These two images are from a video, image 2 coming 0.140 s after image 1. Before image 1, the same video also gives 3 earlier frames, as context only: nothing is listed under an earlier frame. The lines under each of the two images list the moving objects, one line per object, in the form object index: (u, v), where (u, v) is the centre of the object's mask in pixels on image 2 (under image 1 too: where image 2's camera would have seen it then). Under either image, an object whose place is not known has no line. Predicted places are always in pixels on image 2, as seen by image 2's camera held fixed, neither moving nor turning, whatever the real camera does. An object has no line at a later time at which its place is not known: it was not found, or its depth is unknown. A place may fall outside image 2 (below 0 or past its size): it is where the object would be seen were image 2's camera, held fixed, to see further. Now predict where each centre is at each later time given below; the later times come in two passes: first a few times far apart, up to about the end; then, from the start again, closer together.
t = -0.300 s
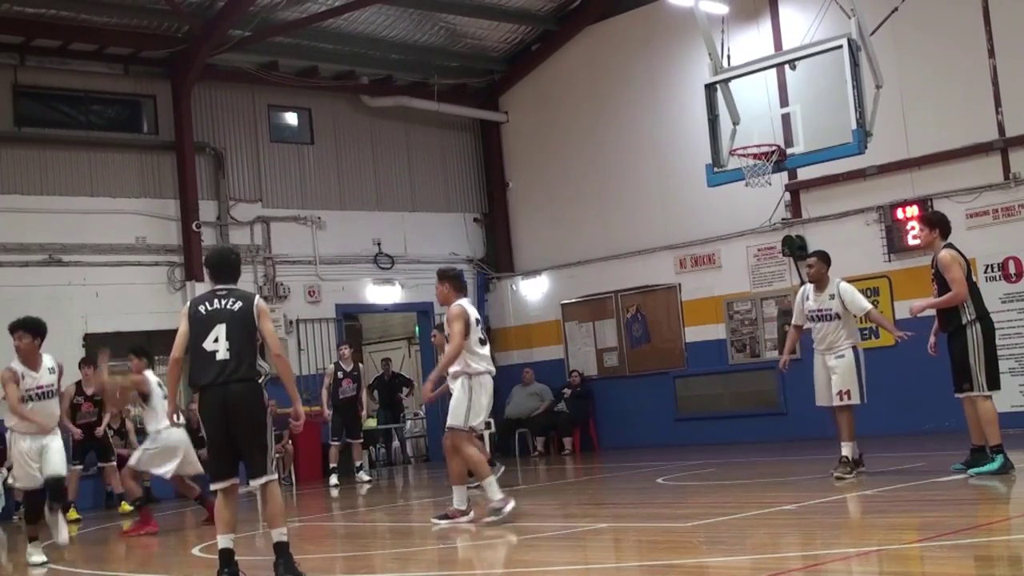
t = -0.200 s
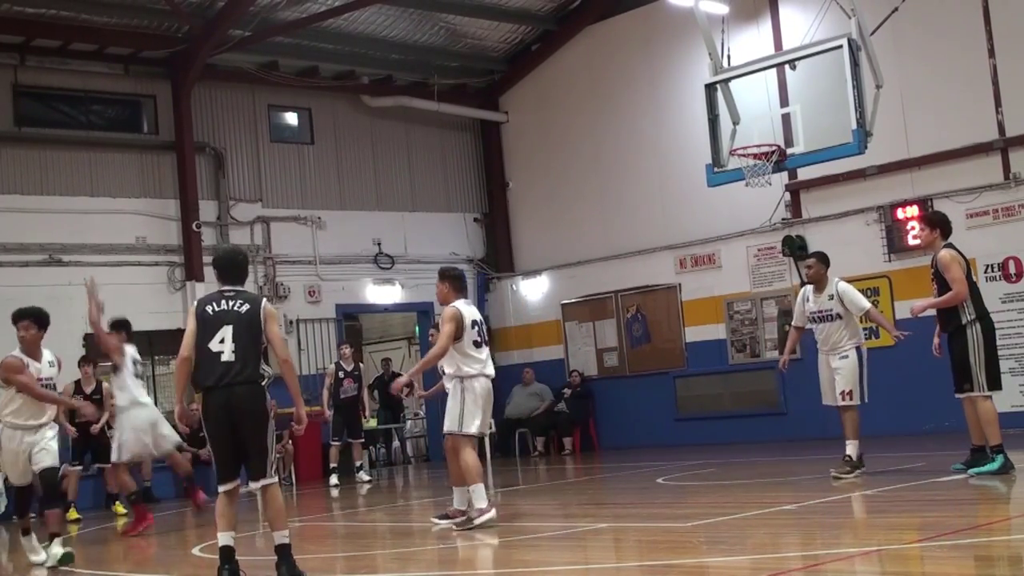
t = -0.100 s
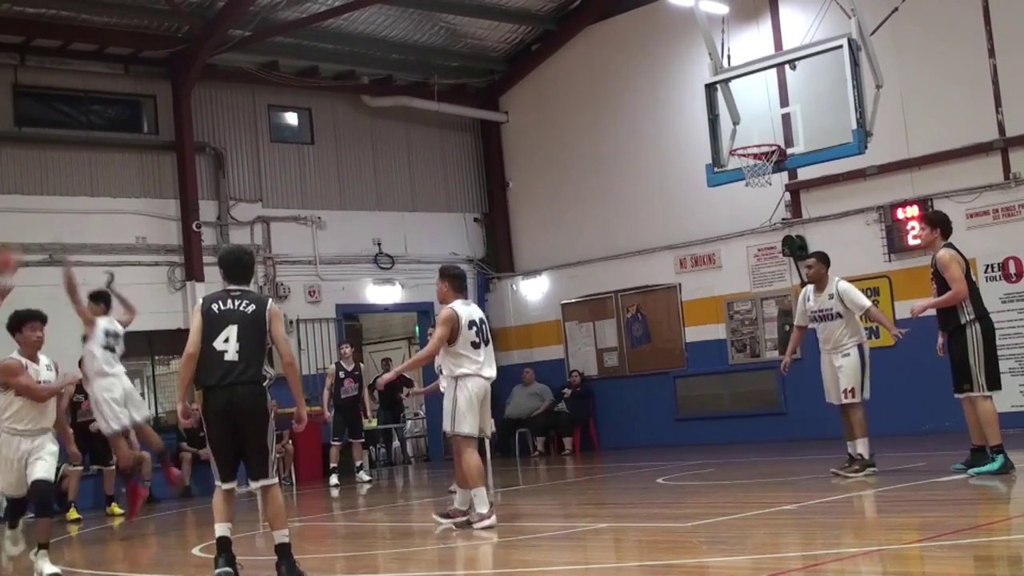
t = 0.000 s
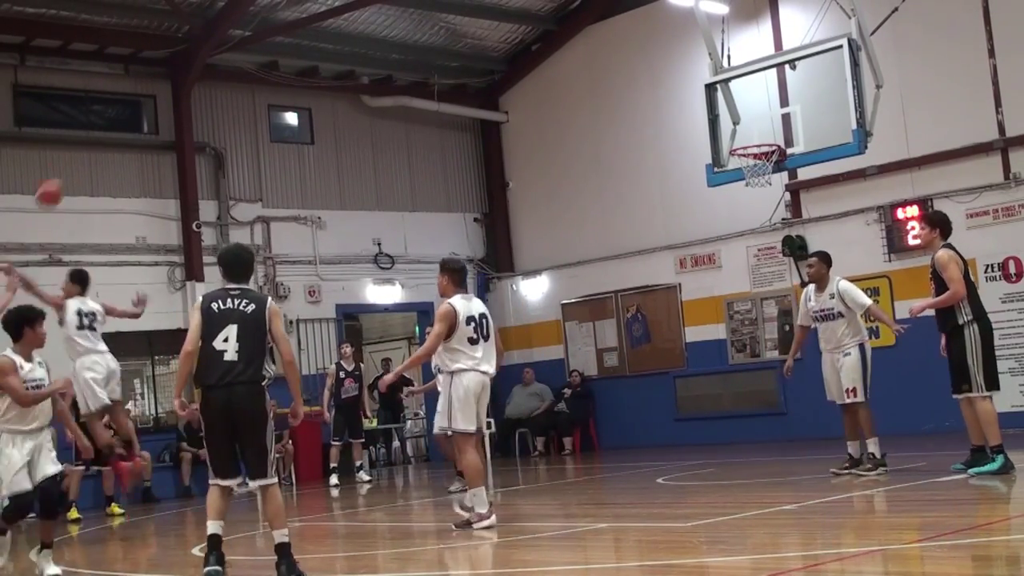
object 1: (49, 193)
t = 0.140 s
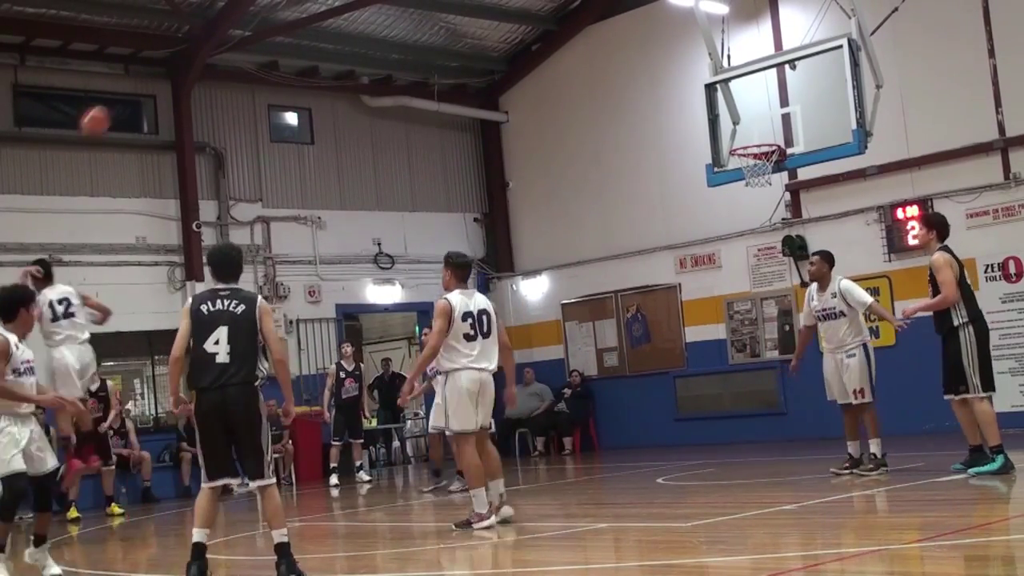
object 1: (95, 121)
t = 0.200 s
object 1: (115, 95)
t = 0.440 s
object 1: (196, 43)
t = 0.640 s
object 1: (264, 45)
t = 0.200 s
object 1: (115, 95)
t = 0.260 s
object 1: (136, 77)
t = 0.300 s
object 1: (149, 66)
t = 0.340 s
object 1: (162, 58)
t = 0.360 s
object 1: (169, 54)
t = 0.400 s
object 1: (182, 48)
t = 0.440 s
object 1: (196, 43)
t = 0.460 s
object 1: (203, 41)
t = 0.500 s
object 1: (216, 39)
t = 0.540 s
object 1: (229, 38)
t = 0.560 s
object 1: (236, 39)
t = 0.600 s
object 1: (250, 41)
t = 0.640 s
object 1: (264, 45)
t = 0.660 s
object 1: (271, 48)
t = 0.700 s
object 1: (285, 54)
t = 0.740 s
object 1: (300, 62)
